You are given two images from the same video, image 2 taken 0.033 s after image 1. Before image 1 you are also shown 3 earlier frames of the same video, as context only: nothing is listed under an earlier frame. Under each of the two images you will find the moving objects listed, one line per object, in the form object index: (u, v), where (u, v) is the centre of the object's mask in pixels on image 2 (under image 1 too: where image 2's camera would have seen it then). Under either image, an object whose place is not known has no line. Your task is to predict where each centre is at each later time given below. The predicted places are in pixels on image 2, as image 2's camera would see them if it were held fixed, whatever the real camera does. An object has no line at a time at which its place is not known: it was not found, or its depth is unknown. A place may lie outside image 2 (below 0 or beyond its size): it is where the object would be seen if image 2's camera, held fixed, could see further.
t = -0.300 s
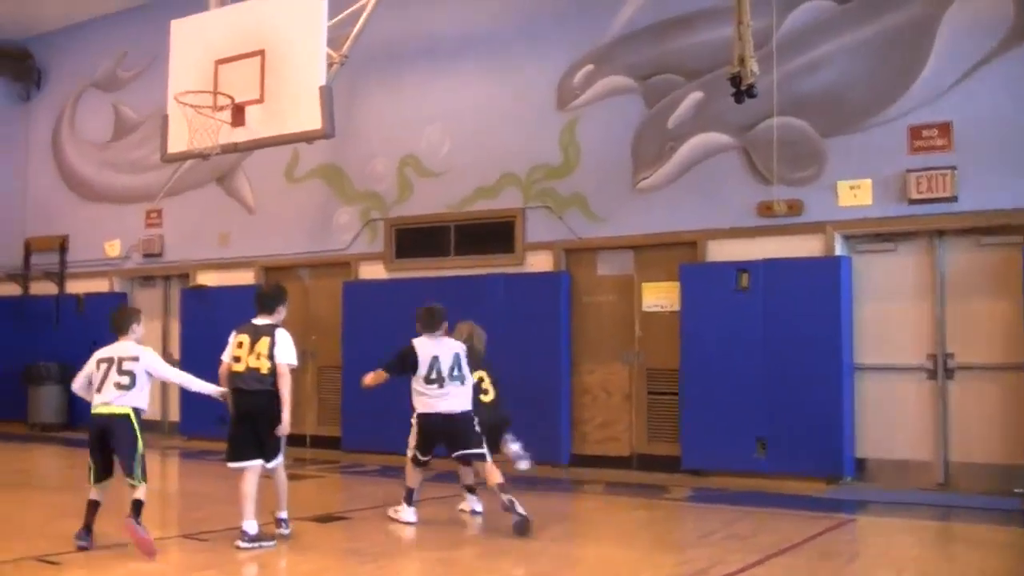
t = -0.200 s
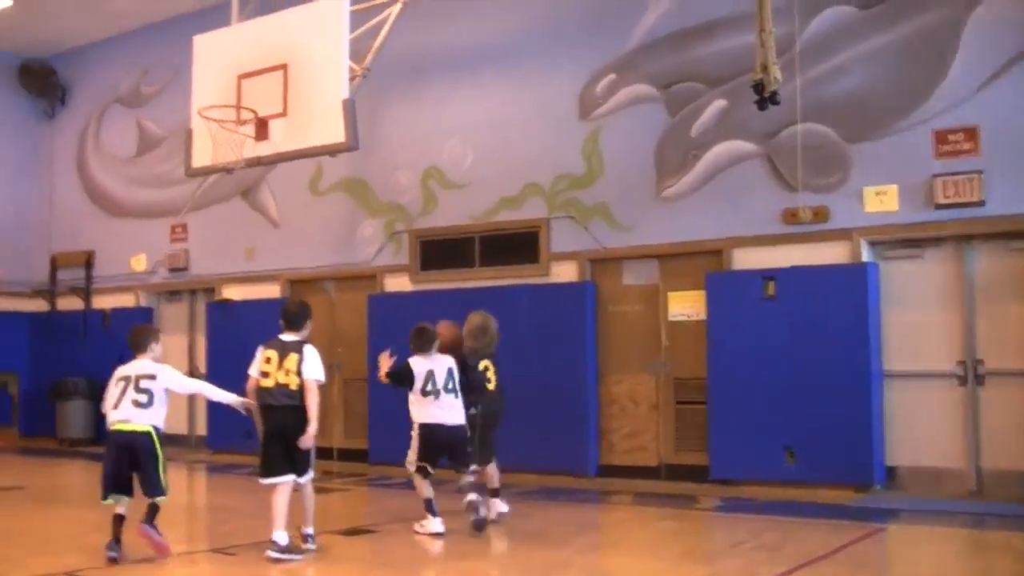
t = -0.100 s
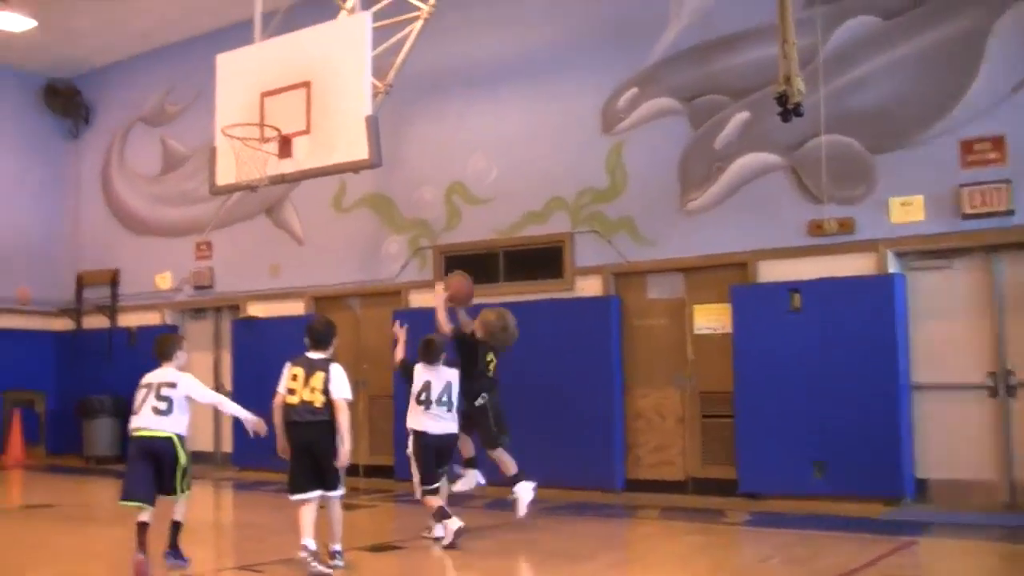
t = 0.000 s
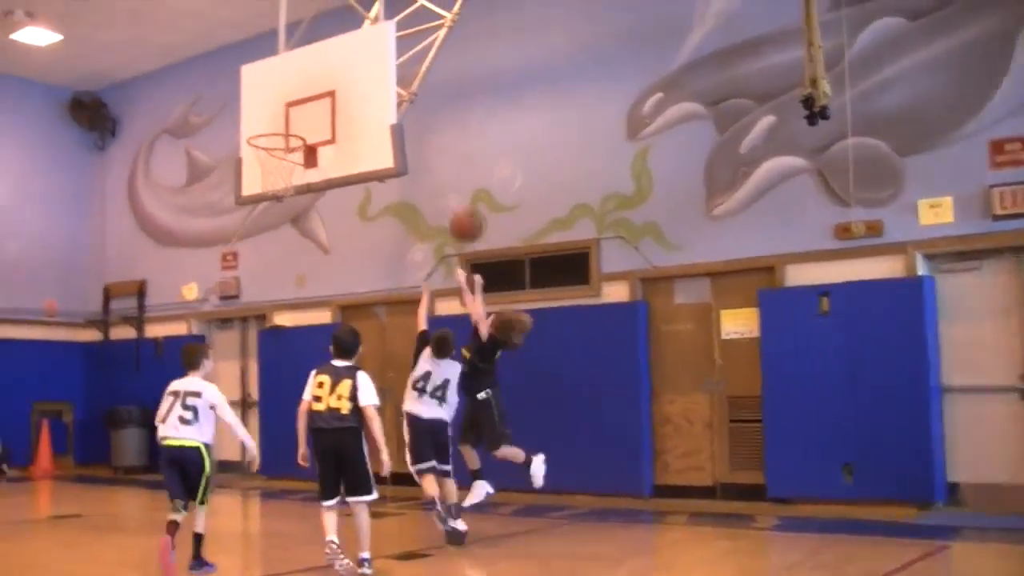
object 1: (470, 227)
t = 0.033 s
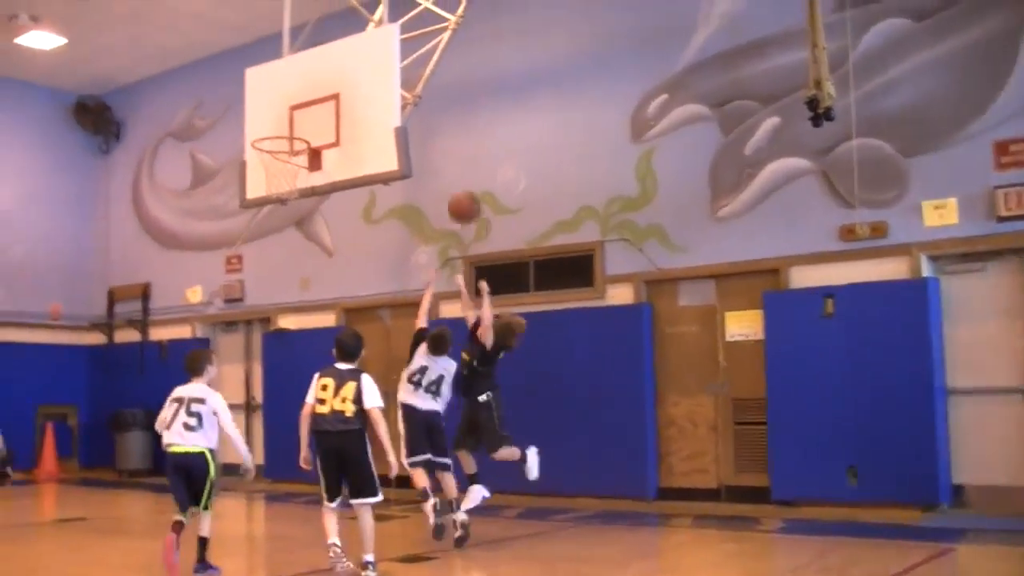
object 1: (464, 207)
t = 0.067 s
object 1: (458, 188)
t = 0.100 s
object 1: (452, 172)
